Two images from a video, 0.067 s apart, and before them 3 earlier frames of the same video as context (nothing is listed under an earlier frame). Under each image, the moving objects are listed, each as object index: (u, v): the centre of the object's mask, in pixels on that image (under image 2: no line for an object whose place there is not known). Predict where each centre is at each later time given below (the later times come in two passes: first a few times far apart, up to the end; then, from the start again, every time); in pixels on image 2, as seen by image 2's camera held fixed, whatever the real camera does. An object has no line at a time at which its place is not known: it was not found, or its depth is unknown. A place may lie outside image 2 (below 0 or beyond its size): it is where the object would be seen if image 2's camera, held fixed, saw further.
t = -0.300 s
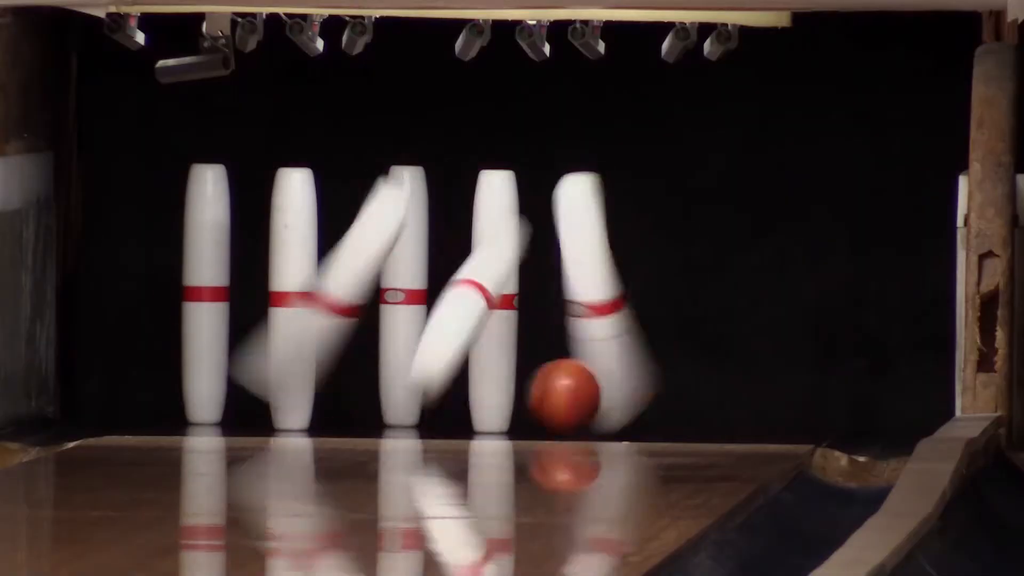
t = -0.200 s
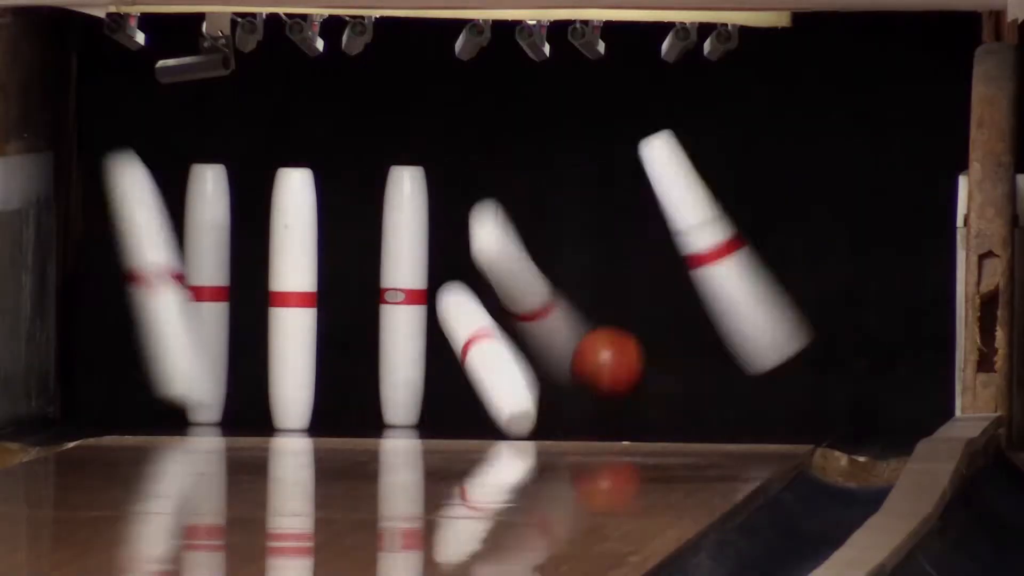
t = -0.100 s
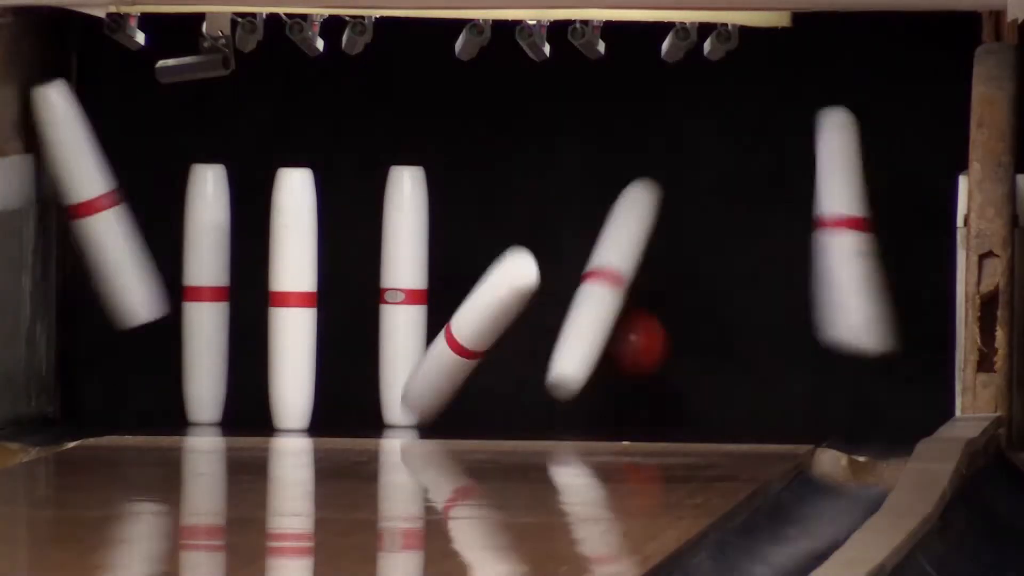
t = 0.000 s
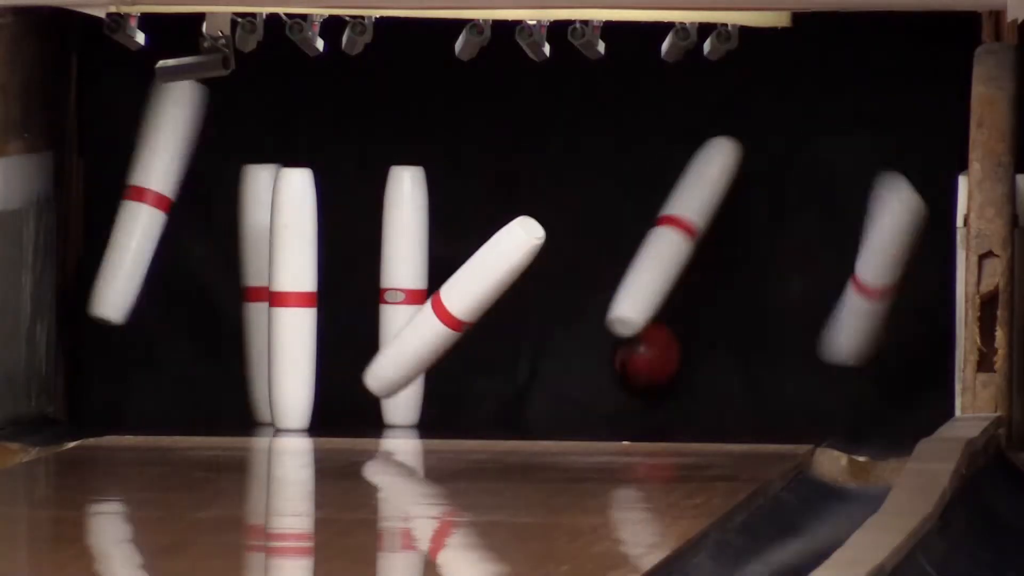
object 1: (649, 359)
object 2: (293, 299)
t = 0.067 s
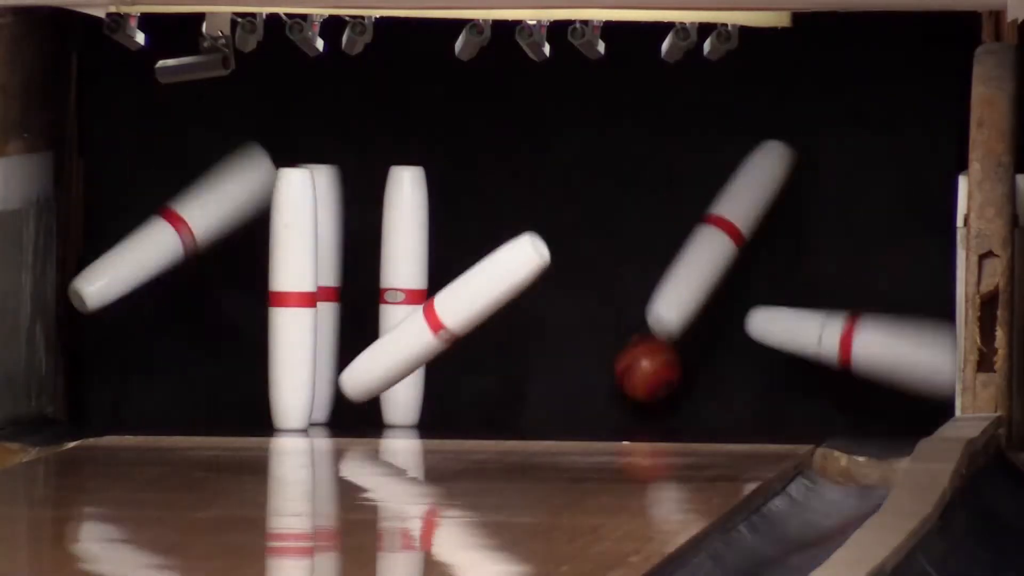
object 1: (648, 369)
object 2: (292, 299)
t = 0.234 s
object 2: (283, 297)
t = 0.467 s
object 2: (268, 343)
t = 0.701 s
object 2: (209, 392)
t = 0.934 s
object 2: (168, 389)
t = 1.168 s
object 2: (146, 401)
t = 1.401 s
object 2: (141, 403)
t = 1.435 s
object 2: (140, 403)
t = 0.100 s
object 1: (647, 386)
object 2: (292, 298)
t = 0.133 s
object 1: (649, 404)
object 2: (293, 299)
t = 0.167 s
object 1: (649, 419)
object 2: (292, 297)
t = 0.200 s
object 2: (287, 297)
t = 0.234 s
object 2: (283, 297)
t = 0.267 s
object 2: (279, 298)
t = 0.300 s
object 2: (276, 298)
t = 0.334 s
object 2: (273, 302)
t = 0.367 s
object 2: (270, 306)
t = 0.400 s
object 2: (269, 313)
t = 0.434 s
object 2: (268, 325)
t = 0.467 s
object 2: (268, 343)
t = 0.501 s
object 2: (265, 367)
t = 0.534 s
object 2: (254, 379)
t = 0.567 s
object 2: (245, 378)
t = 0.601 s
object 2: (236, 382)
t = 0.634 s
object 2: (229, 390)
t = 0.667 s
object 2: (219, 401)
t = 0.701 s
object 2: (209, 392)
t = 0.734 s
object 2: (203, 386)
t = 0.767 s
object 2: (196, 383)
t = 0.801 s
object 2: (188, 385)
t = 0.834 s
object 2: (180, 392)
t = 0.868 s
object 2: (178, 401)
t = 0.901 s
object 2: (173, 394)
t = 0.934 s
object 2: (168, 389)
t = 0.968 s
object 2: (165, 390)
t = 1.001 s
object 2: (163, 395)
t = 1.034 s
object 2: (157, 401)
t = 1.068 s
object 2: (155, 396)
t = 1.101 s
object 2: (152, 395)
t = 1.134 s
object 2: (147, 399)
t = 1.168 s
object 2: (146, 401)
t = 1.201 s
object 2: (145, 400)
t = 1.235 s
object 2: (144, 401)
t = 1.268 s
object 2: (144, 402)
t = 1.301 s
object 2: (143, 402)
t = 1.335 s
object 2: (142, 403)
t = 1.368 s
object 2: (142, 403)
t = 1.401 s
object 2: (141, 403)
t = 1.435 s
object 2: (140, 403)
